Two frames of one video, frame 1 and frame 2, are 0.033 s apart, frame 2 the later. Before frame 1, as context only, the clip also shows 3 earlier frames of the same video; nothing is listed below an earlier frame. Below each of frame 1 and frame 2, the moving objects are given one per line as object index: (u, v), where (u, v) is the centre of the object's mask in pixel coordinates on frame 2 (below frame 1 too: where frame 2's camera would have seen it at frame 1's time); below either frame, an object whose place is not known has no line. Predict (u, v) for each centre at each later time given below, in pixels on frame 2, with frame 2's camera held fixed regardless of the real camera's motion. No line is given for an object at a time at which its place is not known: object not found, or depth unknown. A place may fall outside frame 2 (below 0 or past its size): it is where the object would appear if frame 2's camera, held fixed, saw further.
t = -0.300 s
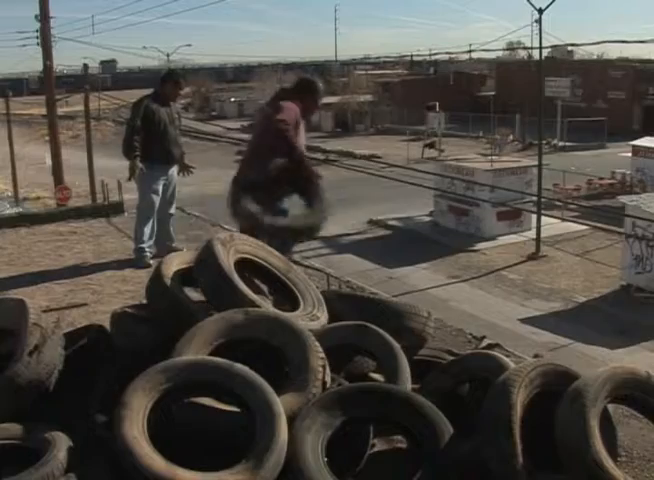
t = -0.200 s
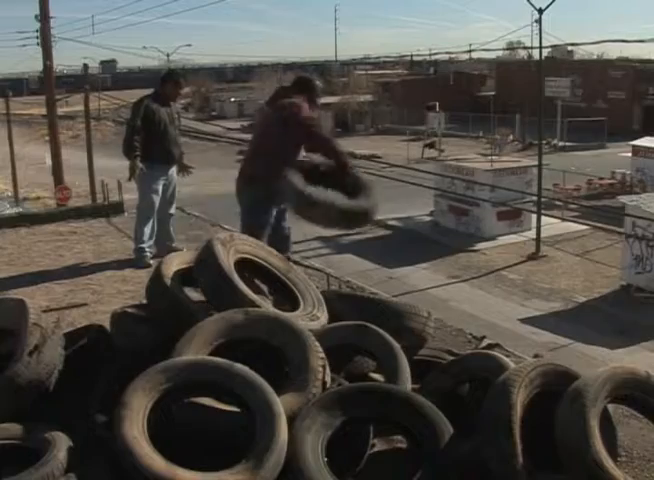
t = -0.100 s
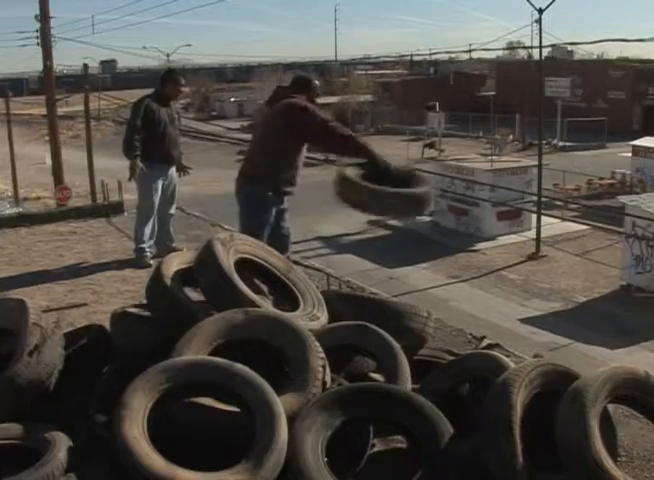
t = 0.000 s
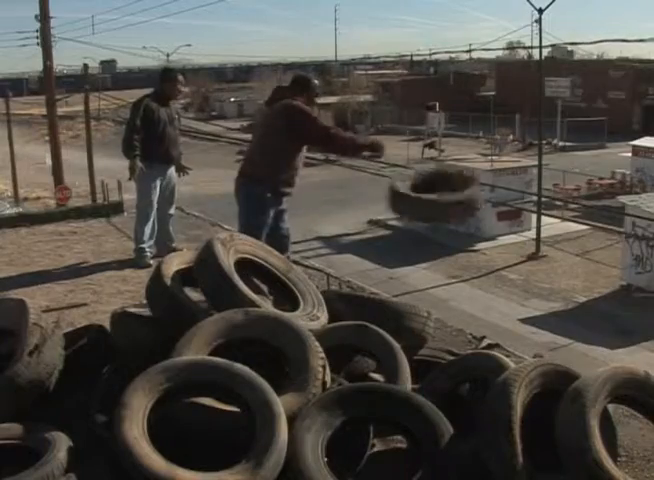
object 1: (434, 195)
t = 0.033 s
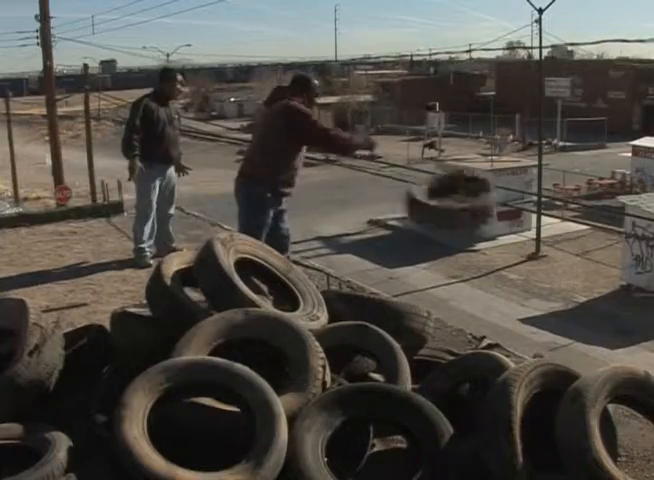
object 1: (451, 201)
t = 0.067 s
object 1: (468, 207)
